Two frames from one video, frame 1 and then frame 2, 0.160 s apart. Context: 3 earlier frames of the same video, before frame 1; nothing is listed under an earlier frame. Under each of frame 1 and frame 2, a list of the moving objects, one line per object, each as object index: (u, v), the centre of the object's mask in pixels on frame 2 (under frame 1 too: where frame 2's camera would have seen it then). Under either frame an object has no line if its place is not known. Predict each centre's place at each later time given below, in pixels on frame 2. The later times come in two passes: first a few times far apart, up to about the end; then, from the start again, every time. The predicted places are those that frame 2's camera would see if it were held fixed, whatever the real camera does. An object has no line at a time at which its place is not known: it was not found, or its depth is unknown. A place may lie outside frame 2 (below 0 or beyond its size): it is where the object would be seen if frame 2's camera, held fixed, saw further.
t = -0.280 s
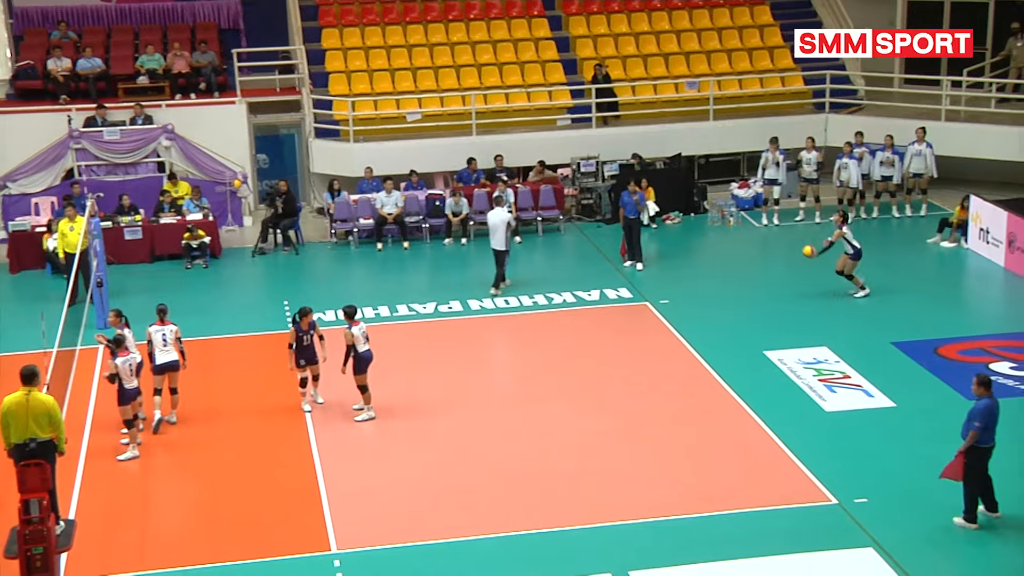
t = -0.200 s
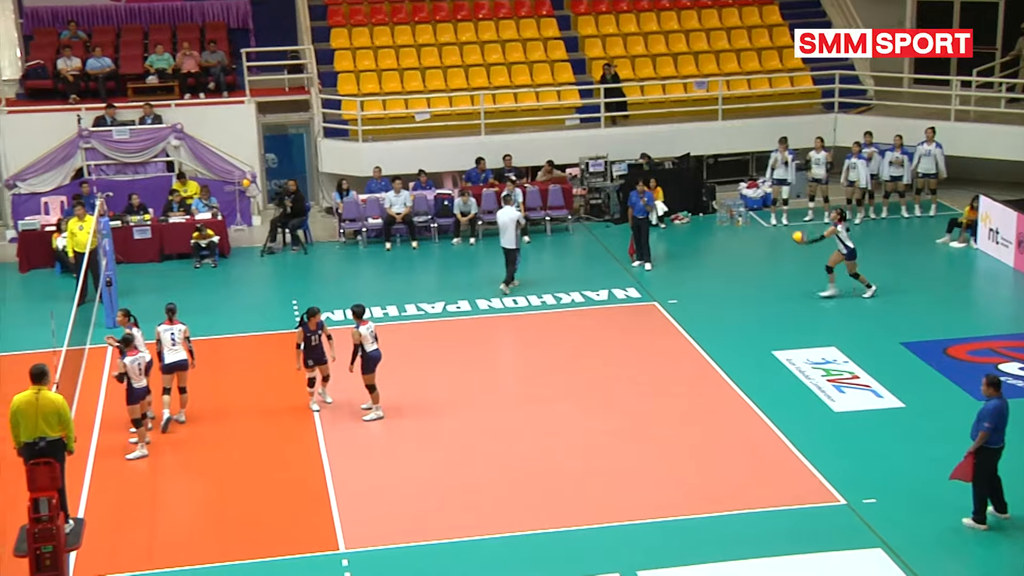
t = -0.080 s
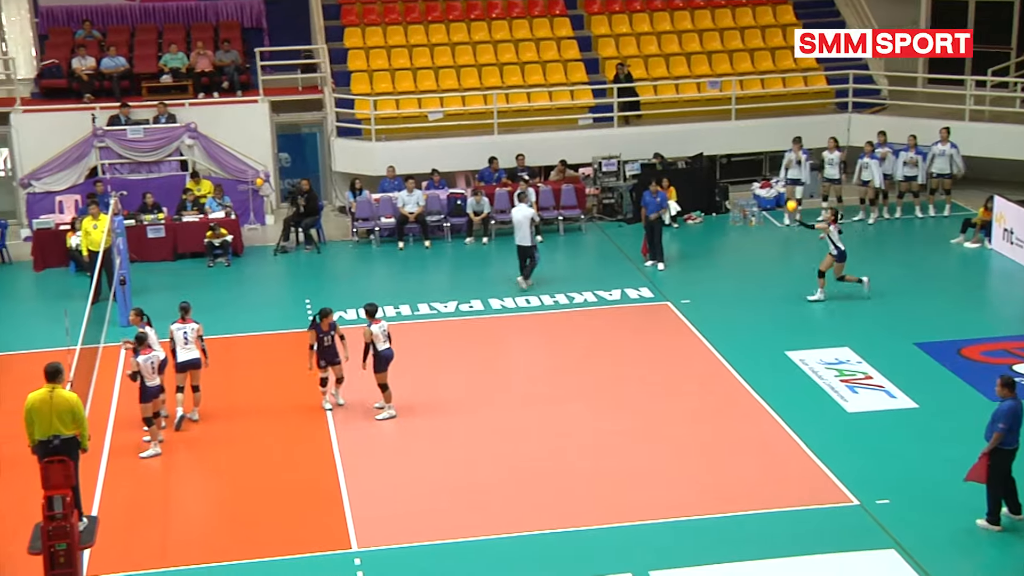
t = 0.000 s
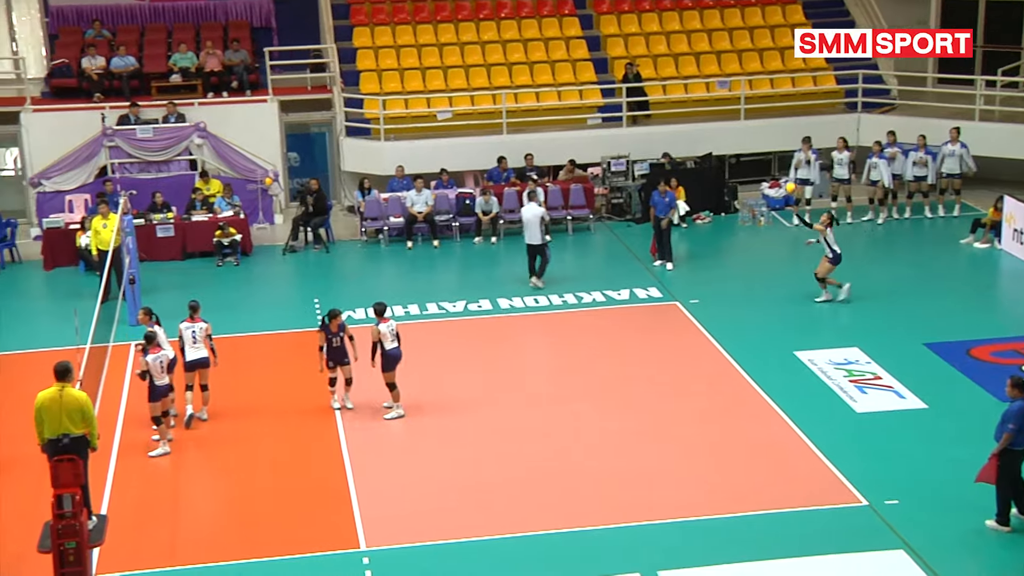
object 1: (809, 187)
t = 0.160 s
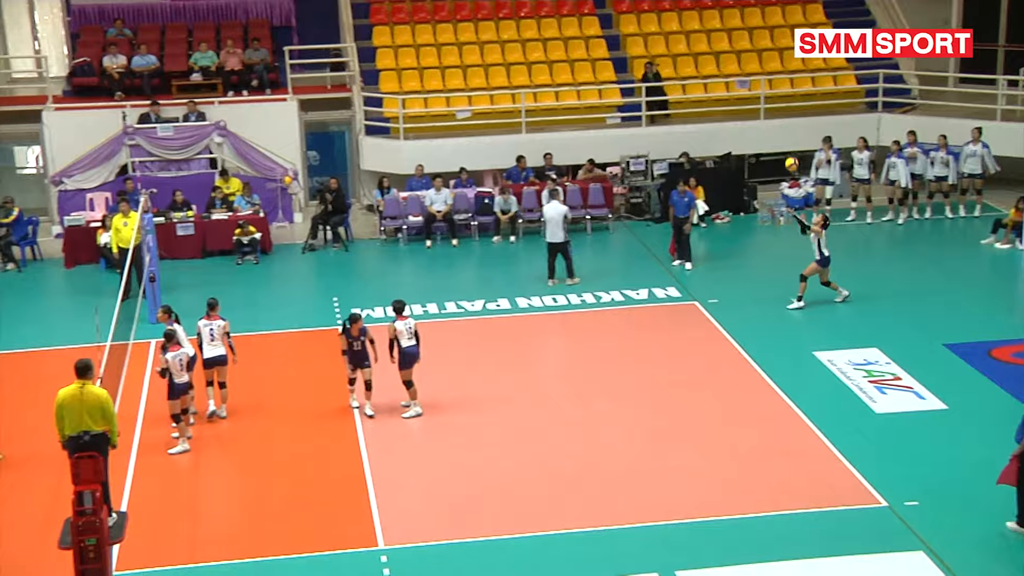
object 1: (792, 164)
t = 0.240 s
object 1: (782, 158)
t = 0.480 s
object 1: (754, 160)
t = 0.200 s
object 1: (787, 160)
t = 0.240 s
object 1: (782, 158)
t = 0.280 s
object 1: (777, 156)
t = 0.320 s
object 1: (772, 155)
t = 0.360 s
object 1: (767, 155)
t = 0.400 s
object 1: (763, 155)
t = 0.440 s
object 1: (758, 157)
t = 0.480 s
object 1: (754, 160)
